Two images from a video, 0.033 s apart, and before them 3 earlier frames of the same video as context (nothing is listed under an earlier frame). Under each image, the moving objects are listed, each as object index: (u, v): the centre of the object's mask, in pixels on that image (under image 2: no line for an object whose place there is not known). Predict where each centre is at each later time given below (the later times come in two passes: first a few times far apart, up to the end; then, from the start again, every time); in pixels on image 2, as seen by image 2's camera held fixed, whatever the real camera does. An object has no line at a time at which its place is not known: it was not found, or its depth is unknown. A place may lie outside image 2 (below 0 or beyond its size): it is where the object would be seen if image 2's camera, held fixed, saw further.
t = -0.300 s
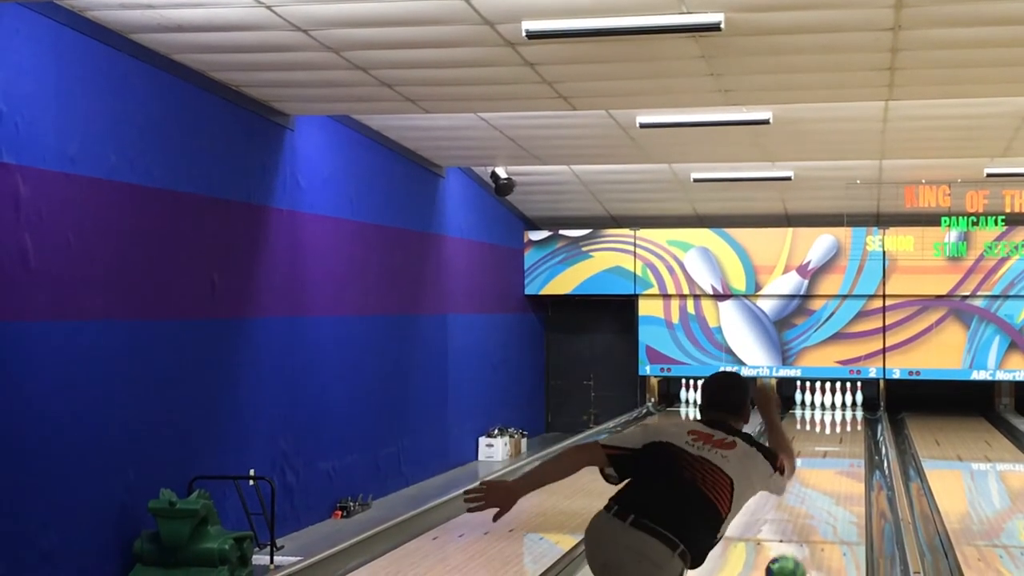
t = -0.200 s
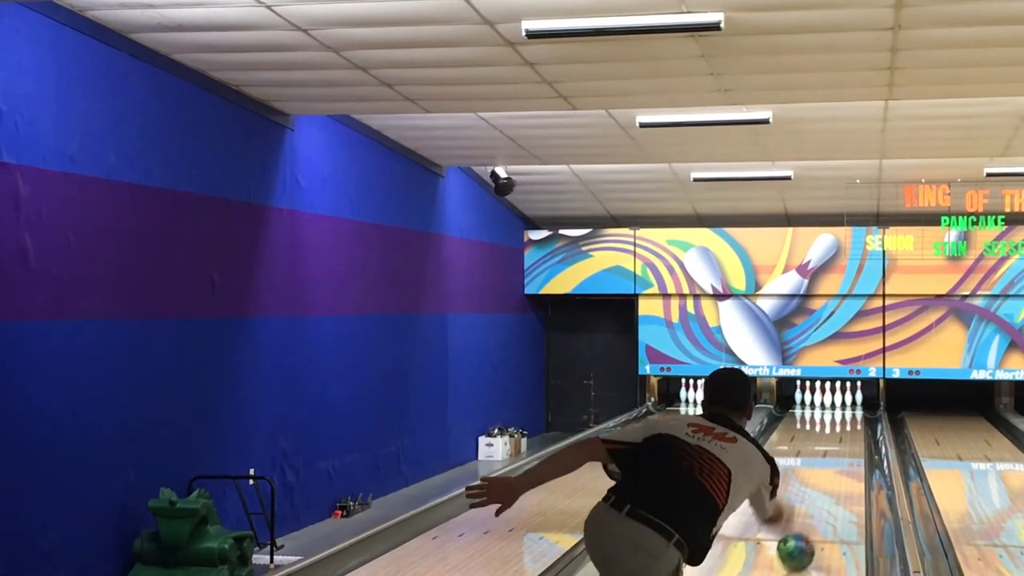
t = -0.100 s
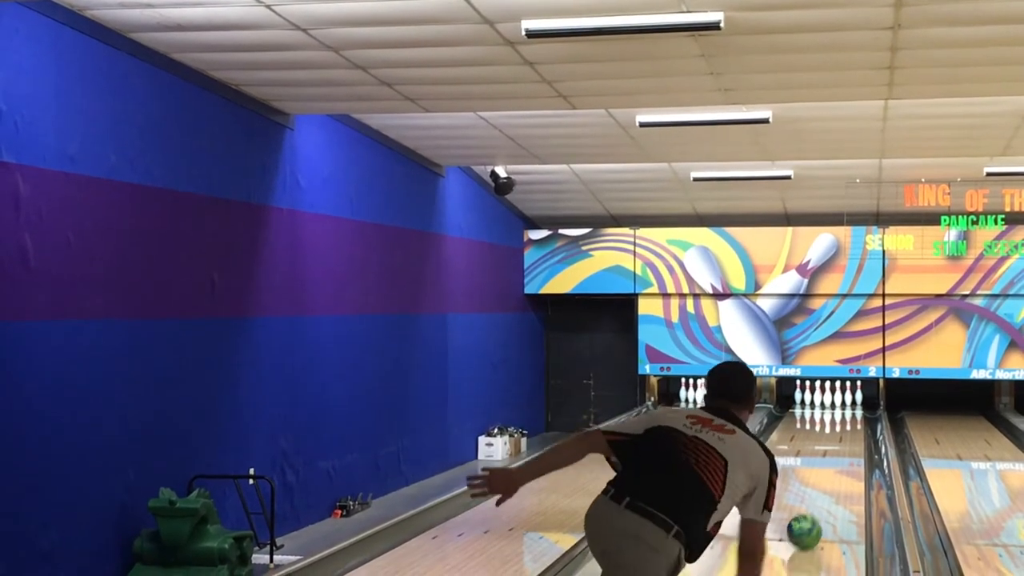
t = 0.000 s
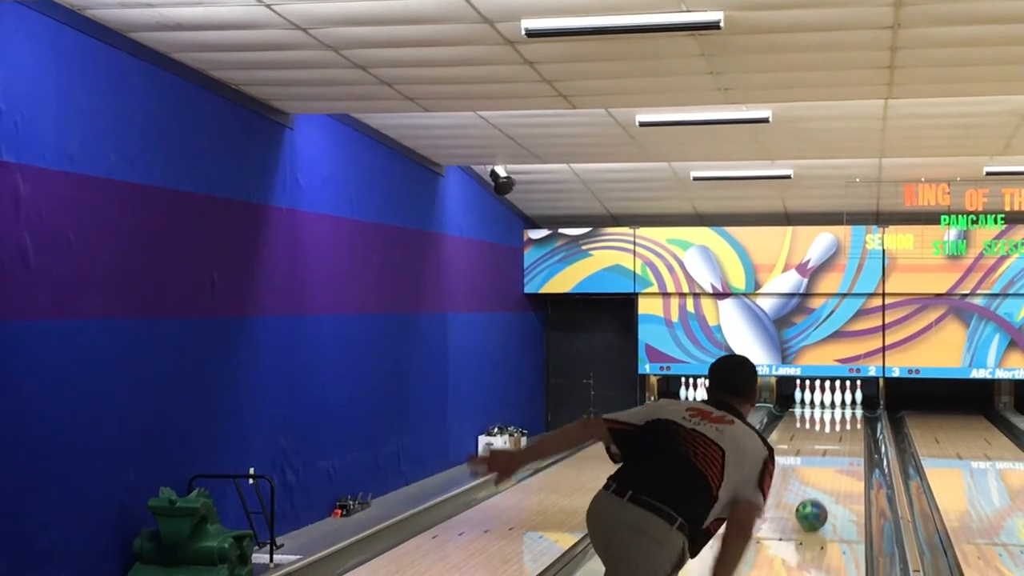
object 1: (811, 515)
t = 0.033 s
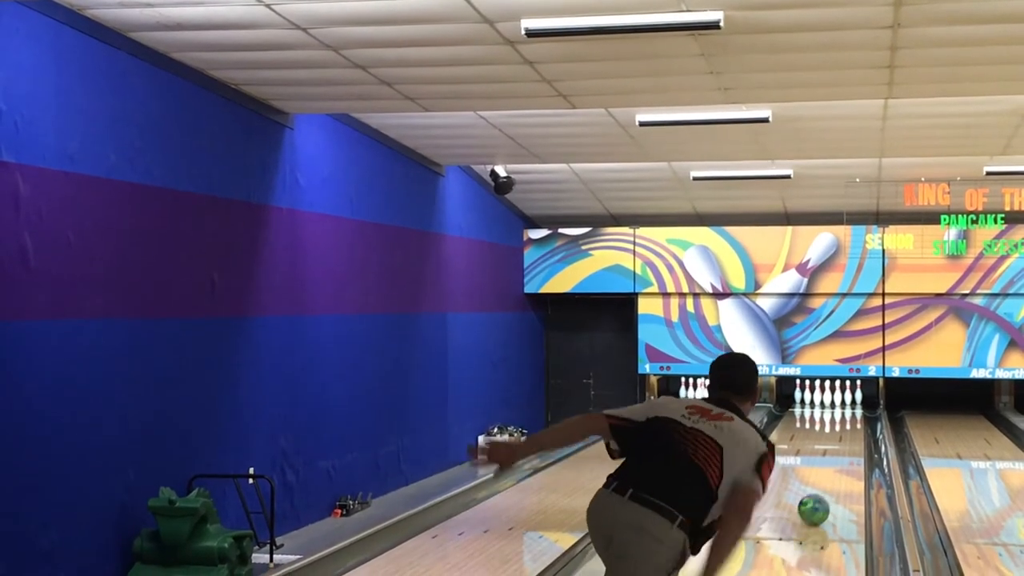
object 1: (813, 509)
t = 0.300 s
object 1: (827, 477)
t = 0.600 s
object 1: (838, 451)
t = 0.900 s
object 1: (843, 433)
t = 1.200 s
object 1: (845, 418)
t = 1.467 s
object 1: (843, 409)
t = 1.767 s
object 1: (836, 401)
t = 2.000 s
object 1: (836, 397)
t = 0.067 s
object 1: (816, 505)
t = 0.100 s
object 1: (817, 501)
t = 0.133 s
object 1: (819, 496)
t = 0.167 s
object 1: (821, 492)
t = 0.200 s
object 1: (823, 488)
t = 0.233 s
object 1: (824, 484)
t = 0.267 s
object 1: (826, 481)
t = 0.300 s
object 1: (827, 477)
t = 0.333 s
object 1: (829, 474)
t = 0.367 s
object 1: (830, 471)
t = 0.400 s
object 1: (831, 468)
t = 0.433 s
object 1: (832, 465)
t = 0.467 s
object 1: (833, 462)
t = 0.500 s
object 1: (834, 459)
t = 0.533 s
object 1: (836, 456)
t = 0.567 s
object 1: (836, 454)
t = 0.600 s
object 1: (838, 451)
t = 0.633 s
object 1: (838, 449)
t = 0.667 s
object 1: (839, 447)
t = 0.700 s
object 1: (840, 445)
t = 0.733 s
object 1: (841, 443)
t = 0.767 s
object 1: (842, 440)
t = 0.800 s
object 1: (843, 438)
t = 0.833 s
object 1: (842, 437)
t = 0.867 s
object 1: (843, 435)
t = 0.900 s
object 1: (843, 433)
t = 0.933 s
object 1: (844, 431)
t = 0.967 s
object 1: (845, 429)
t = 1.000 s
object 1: (845, 428)
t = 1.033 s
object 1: (845, 426)
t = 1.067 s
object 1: (845, 425)
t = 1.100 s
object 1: (845, 423)
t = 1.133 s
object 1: (846, 422)
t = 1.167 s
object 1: (846, 420)
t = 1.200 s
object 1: (845, 418)
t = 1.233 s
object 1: (845, 418)
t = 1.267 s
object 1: (844, 416)
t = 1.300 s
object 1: (845, 415)
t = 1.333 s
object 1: (845, 414)
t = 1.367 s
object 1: (844, 412)
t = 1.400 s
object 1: (843, 411)
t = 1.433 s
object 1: (843, 410)
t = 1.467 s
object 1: (843, 409)
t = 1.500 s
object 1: (842, 408)
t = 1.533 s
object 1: (841, 407)
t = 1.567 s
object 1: (840, 406)
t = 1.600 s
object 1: (840, 406)
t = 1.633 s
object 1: (839, 404)
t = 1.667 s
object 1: (838, 404)
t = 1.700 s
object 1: (837, 403)
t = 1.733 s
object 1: (837, 402)
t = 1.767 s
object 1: (836, 401)
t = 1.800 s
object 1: (834, 400)
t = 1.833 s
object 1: (835, 400)
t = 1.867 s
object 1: (835, 399)
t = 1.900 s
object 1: (835, 399)
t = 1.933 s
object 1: (835, 398)
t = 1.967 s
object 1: (835, 398)
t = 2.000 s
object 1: (836, 397)
